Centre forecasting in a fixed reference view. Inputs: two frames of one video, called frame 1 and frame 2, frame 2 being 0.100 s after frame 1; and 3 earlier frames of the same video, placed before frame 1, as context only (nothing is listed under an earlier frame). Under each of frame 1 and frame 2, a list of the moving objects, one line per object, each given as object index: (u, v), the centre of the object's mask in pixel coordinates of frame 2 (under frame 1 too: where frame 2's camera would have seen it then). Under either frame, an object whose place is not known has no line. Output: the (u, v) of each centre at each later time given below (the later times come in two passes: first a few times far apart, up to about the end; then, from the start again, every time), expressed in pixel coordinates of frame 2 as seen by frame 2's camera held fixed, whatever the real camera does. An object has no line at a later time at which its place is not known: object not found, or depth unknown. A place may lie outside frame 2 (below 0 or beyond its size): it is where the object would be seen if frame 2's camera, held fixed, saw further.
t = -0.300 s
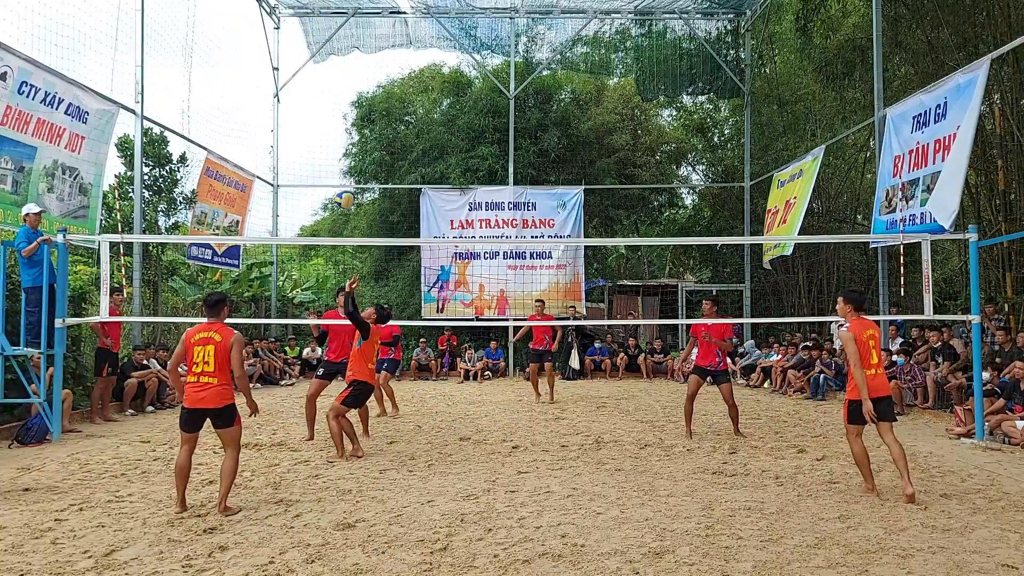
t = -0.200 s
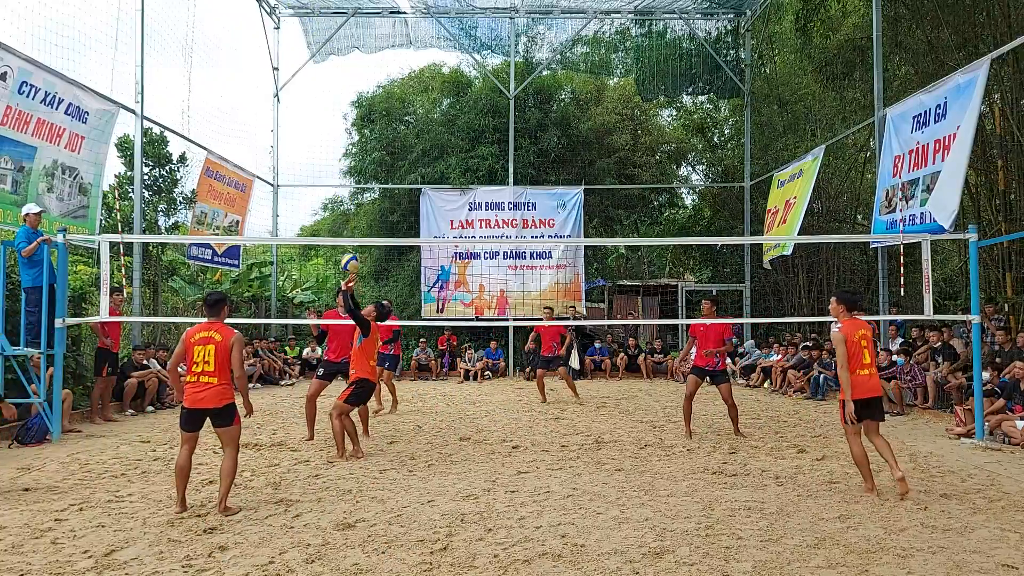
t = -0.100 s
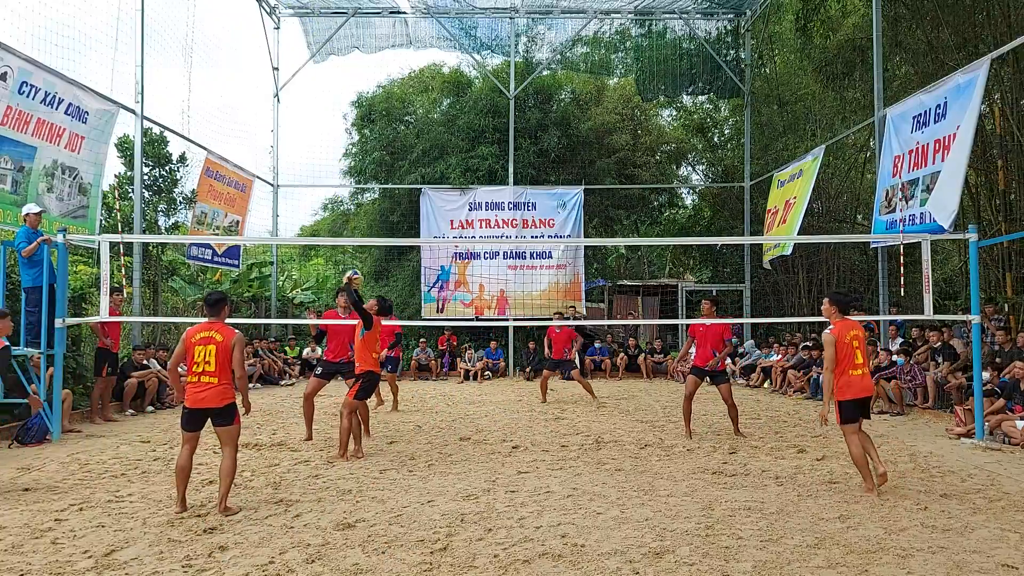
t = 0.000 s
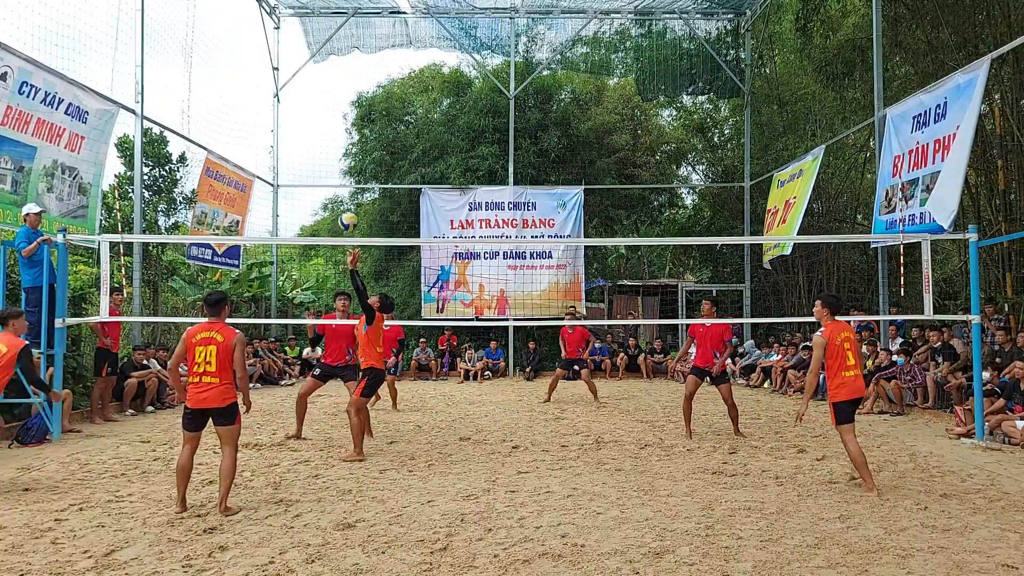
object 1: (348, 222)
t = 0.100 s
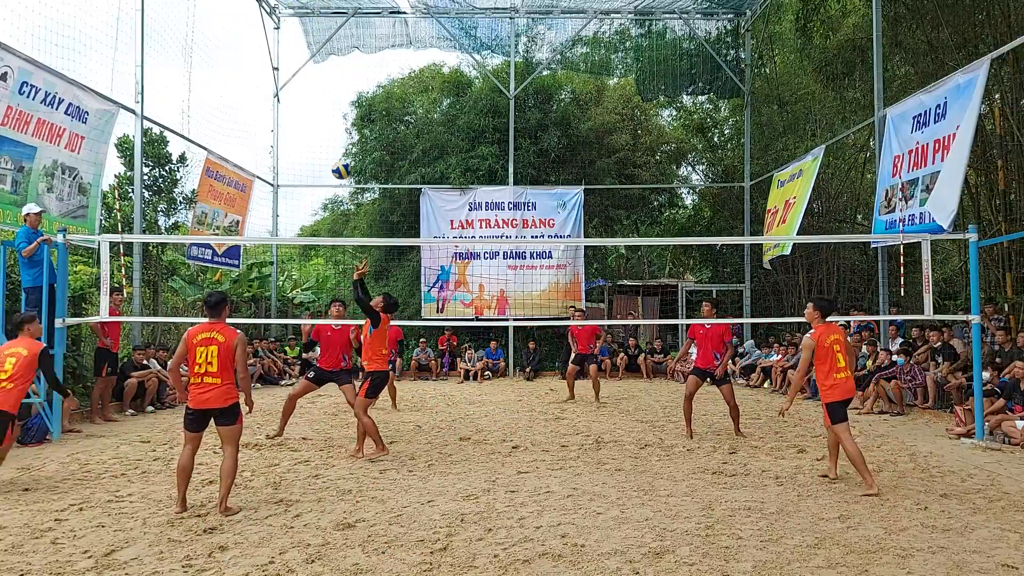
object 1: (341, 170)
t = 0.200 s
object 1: (334, 128)
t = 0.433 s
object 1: (318, 64)
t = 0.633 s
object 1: (306, 49)
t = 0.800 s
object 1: (294, 62)
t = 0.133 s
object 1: (339, 155)
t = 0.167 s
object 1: (337, 141)
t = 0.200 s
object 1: (334, 128)
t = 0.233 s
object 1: (332, 116)
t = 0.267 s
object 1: (330, 105)
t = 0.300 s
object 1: (327, 95)
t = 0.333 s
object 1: (325, 85)
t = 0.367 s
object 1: (323, 77)
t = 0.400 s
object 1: (320, 70)
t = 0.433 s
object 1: (318, 64)
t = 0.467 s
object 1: (316, 59)
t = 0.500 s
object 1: (314, 55)
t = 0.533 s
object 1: (312, 52)
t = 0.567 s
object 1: (310, 50)
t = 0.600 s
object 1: (308, 49)
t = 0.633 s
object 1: (306, 49)
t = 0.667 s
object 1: (303, 49)
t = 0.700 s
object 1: (301, 51)
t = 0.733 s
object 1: (299, 54)
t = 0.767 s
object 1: (297, 57)
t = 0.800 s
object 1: (294, 62)
